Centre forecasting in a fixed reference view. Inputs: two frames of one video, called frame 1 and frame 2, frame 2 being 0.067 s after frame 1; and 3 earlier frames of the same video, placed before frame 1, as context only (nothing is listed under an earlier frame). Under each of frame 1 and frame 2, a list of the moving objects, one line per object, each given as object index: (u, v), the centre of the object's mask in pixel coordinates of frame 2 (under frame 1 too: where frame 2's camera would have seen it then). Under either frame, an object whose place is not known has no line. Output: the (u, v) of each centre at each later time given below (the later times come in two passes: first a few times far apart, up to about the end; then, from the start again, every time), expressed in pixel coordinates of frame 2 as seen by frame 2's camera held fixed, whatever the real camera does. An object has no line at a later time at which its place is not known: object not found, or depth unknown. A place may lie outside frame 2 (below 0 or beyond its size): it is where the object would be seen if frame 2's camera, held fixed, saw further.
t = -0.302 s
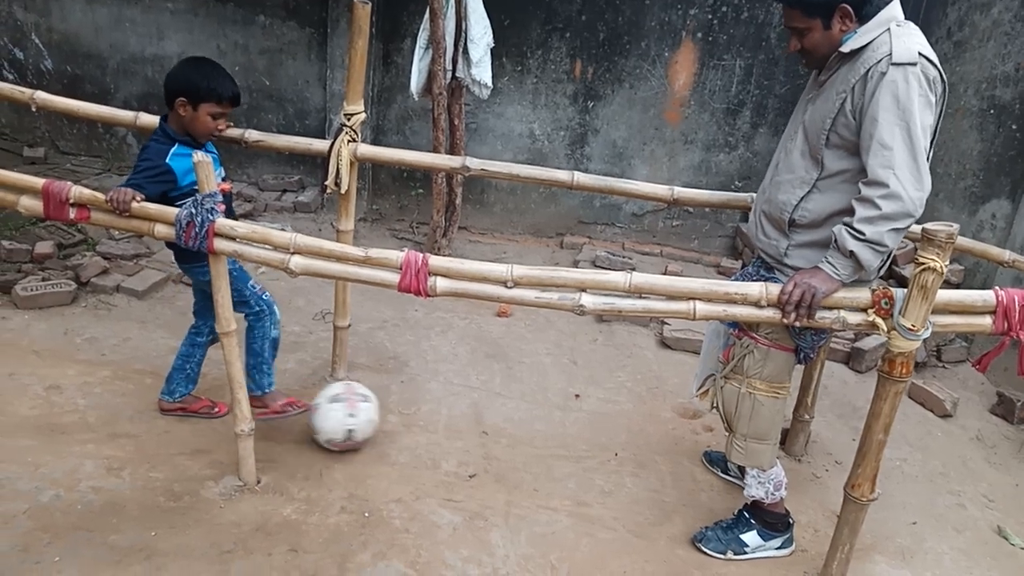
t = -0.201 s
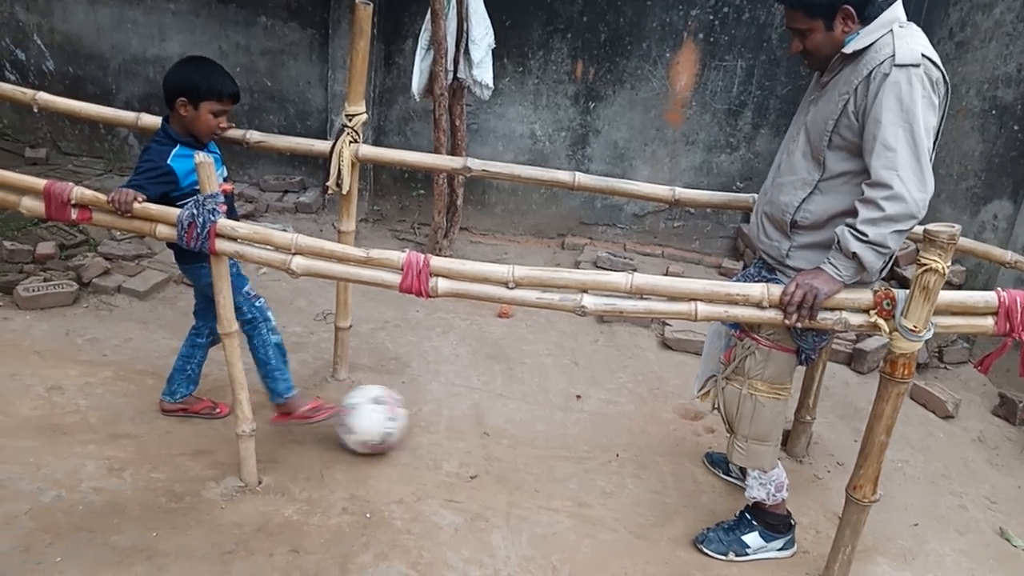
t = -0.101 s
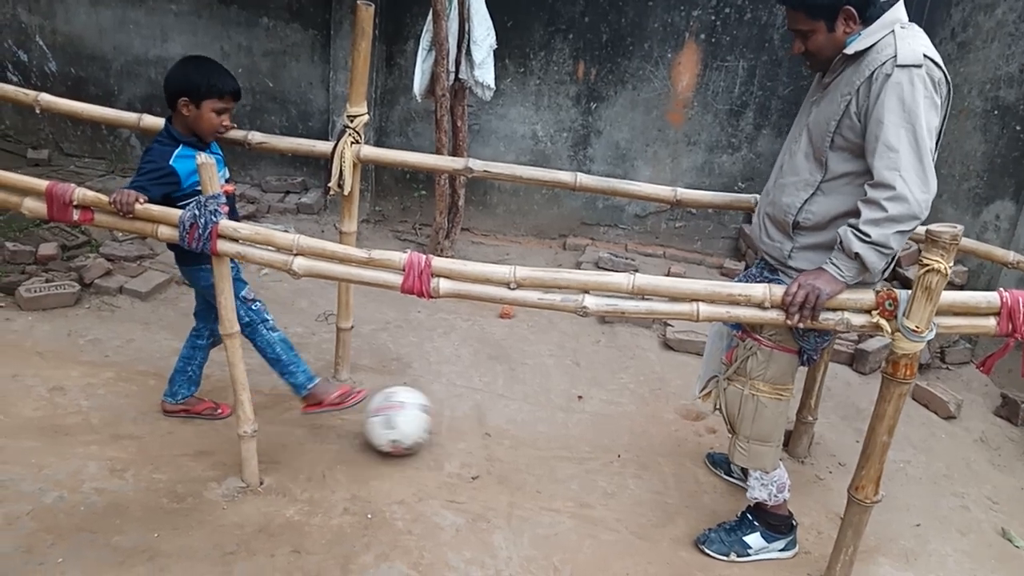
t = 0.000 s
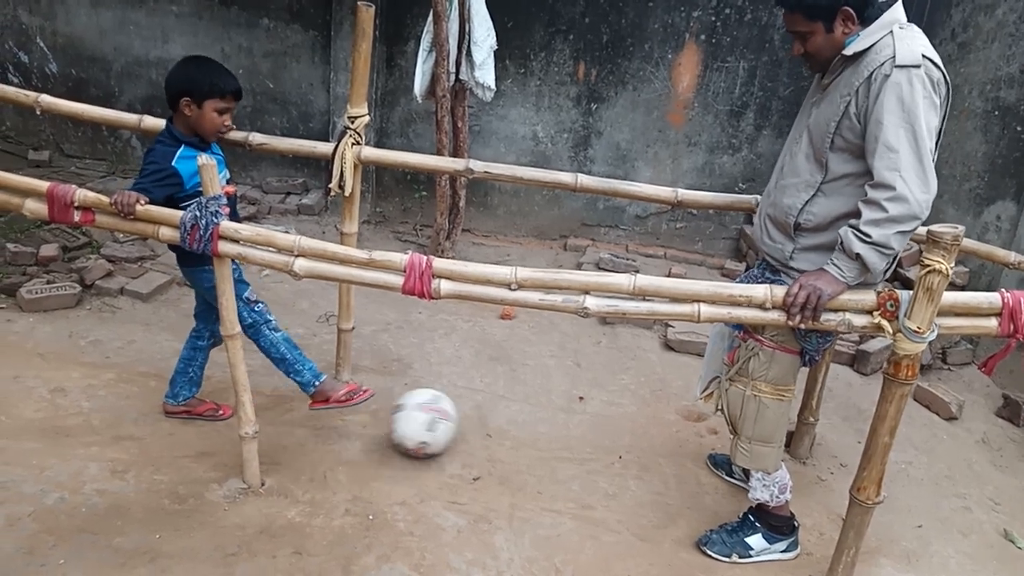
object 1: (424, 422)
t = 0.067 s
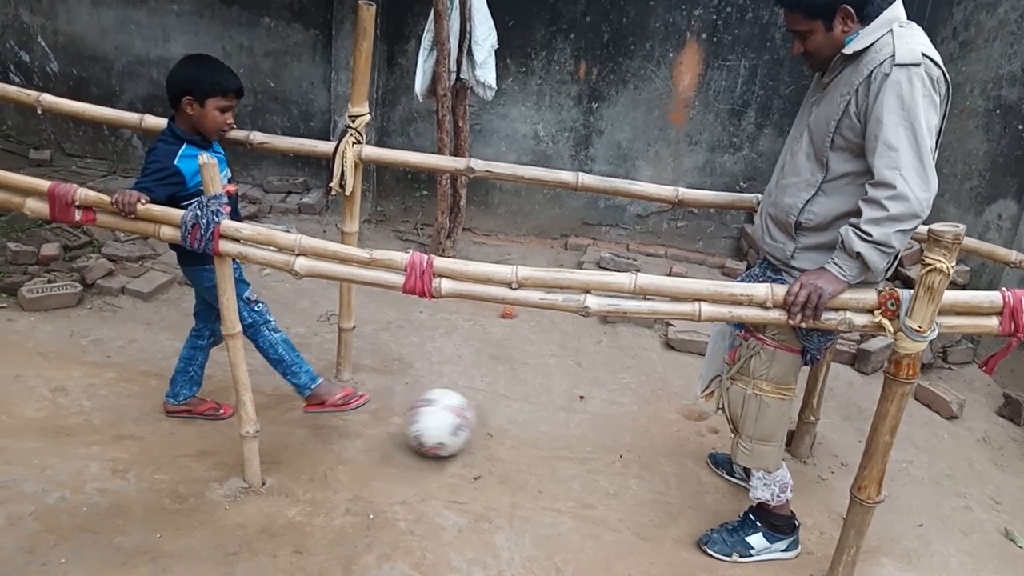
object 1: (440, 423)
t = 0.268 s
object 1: (484, 426)
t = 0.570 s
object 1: (548, 428)
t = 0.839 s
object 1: (600, 427)
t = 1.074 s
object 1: (644, 426)
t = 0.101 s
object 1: (446, 424)
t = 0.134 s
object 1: (454, 424)
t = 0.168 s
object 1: (461, 424)
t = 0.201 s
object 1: (469, 424)
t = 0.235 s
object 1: (477, 425)
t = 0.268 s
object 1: (484, 426)
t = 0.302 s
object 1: (491, 426)
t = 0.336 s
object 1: (498, 427)
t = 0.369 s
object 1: (505, 427)
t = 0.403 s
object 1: (513, 427)
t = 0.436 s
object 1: (520, 428)
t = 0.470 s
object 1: (526, 428)
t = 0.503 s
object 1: (533, 427)
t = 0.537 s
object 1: (540, 427)
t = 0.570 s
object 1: (548, 428)
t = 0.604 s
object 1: (553, 427)
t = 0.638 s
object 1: (560, 427)
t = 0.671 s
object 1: (566, 428)
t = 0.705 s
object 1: (573, 428)
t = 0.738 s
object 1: (579, 428)
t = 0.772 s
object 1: (586, 427)
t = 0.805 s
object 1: (593, 427)
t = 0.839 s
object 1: (600, 427)
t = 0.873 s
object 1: (606, 426)
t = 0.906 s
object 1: (612, 426)
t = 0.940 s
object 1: (618, 426)
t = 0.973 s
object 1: (624, 426)
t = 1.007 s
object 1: (631, 427)
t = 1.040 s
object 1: (637, 426)
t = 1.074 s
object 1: (644, 426)
